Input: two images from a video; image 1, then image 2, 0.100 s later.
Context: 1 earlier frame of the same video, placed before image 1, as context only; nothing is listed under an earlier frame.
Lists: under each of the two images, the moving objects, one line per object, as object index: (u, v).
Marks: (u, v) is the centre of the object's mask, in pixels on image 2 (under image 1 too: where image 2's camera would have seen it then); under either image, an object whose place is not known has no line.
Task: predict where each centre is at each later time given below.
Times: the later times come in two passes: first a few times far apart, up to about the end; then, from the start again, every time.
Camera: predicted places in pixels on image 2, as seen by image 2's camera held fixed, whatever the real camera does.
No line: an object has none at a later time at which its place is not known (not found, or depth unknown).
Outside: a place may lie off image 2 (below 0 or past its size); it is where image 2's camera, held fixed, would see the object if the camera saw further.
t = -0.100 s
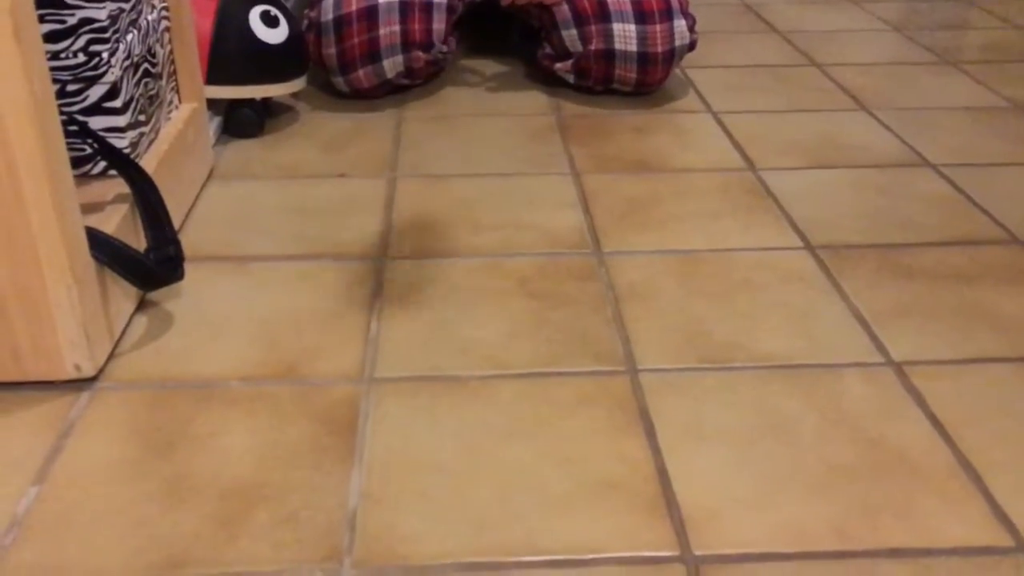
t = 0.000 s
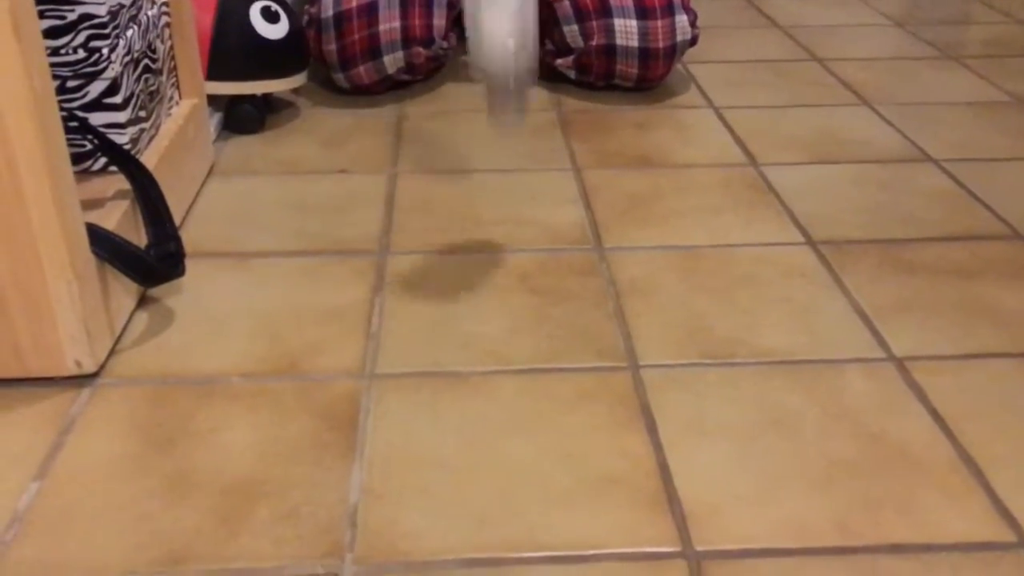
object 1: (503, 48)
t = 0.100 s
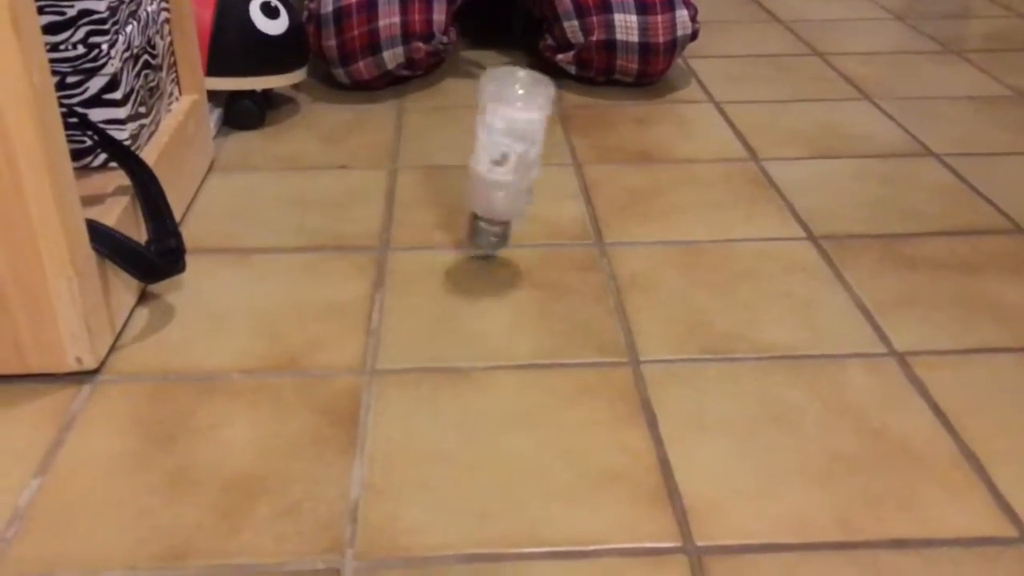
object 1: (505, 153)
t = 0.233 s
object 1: (524, 212)
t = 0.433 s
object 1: (549, 290)
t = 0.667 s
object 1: (526, 310)
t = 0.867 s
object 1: (500, 326)
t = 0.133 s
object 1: (505, 157)
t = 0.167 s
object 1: (508, 169)
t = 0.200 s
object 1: (511, 194)
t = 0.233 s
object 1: (524, 212)
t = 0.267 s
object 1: (537, 249)
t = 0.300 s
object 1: (538, 265)
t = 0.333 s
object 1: (545, 275)
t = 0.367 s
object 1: (549, 281)
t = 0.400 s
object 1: (550, 287)
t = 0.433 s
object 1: (549, 290)
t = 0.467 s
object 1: (546, 293)
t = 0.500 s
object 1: (544, 296)
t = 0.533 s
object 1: (542, 299)
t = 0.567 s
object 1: (539, 301)
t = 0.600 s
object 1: (535, 304)
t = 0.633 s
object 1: (530, 307)
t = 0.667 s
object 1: (526, 310)
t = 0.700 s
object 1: (522, 312)
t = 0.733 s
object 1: (518, 315)
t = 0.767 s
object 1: (514, 317)
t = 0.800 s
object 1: (509, 320)
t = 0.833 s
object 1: (505, 322)
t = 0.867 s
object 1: (500, 326)
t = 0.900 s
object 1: (494, 330)
